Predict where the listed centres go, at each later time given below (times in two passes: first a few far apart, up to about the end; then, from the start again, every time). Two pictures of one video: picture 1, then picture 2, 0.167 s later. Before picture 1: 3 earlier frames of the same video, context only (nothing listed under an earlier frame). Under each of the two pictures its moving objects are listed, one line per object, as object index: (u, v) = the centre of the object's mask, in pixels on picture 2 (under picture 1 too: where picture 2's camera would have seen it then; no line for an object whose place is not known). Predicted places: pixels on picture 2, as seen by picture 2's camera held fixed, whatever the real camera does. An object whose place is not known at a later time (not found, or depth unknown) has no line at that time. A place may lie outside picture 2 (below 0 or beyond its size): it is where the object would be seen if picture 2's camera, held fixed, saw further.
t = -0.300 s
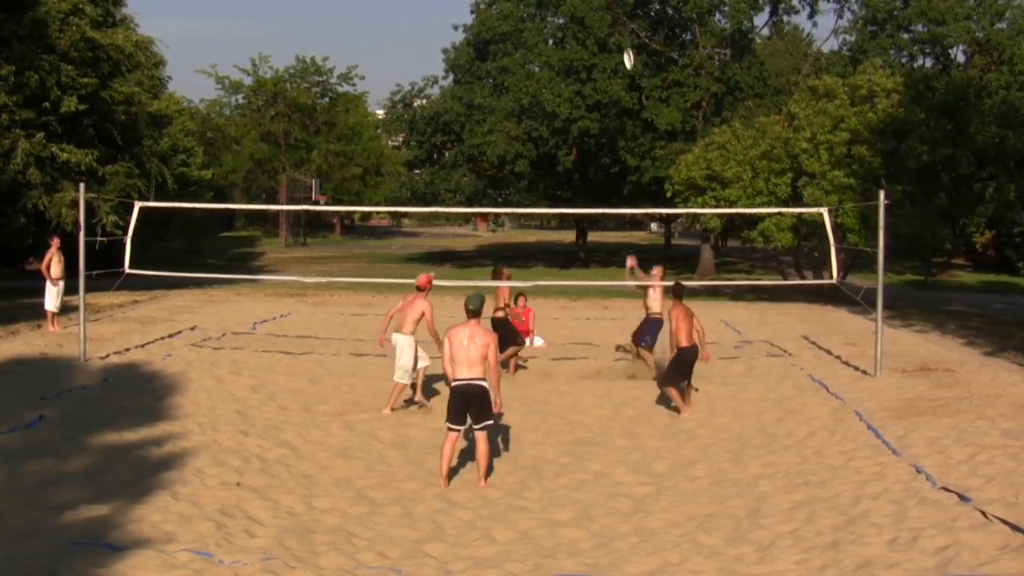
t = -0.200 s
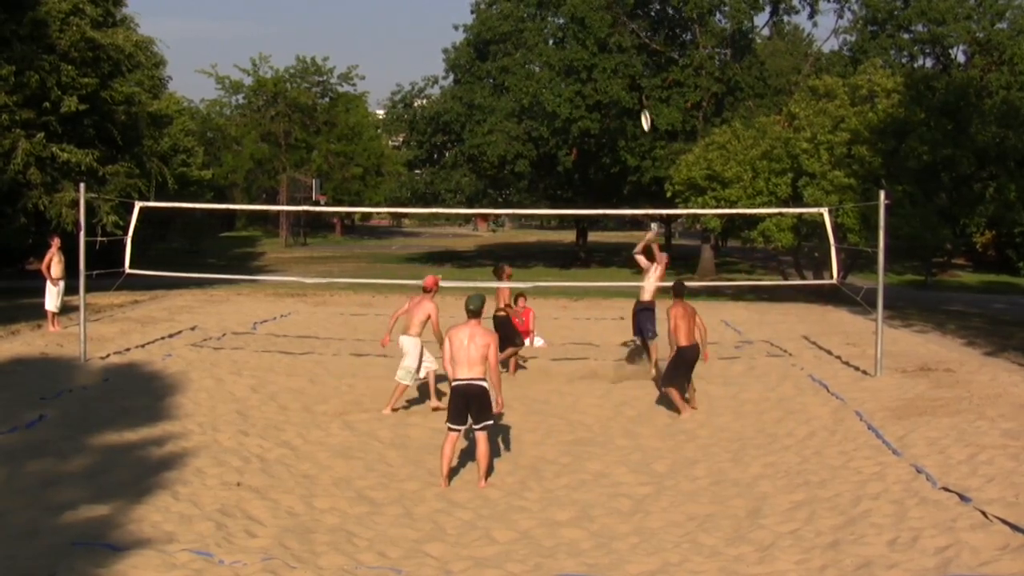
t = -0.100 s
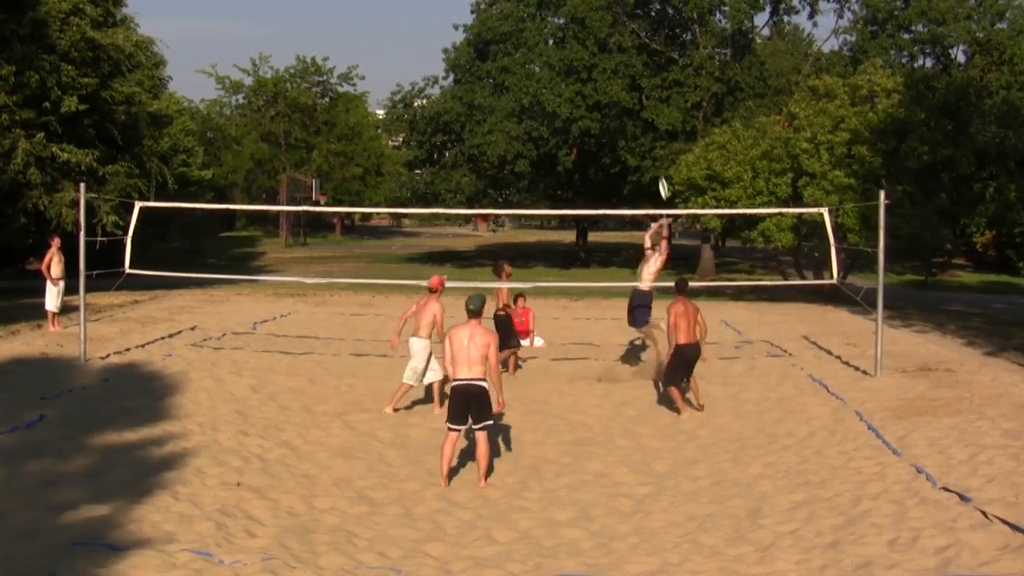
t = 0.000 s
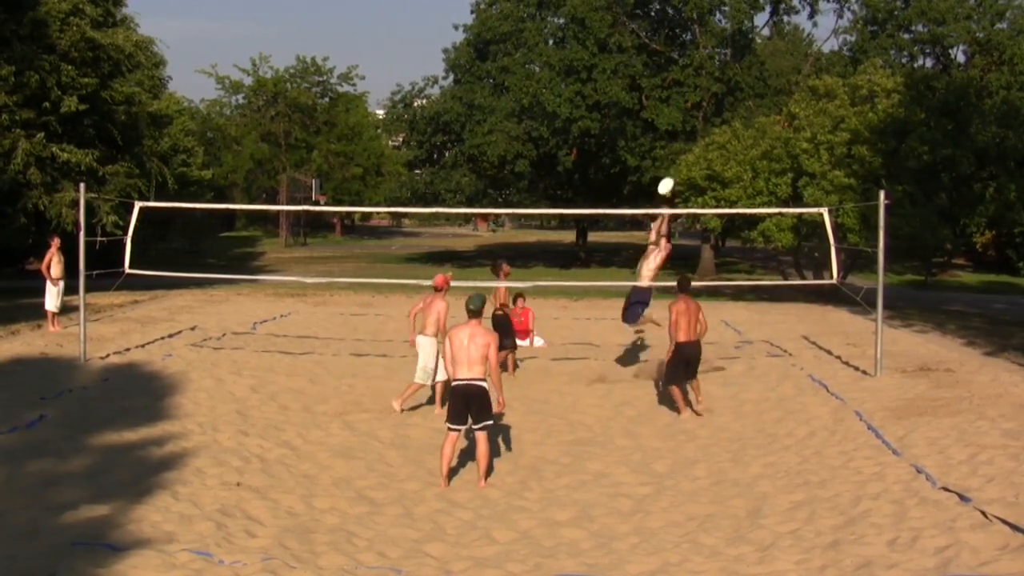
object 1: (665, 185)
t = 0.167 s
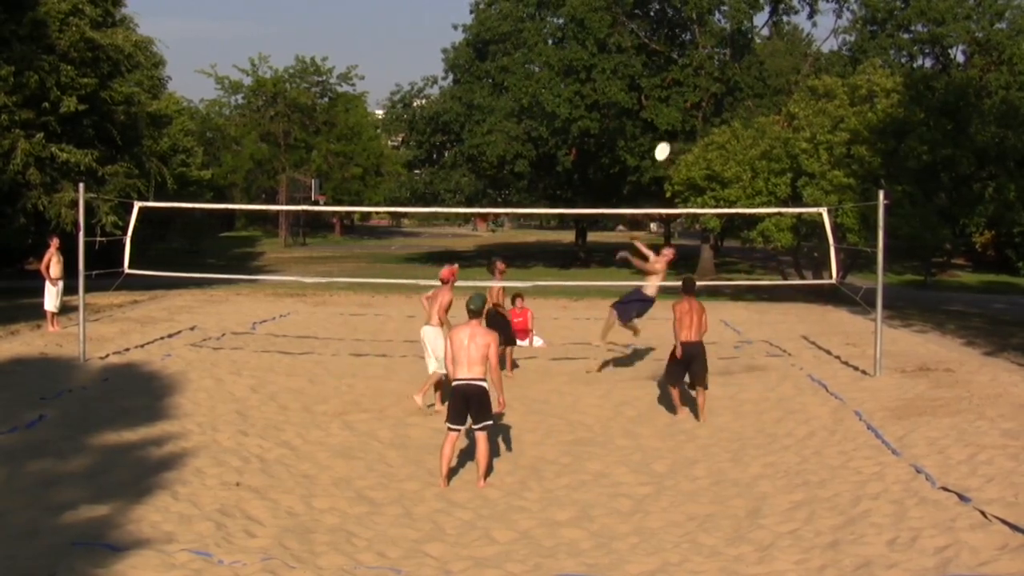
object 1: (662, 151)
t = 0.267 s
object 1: (661, 139)
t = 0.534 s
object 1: (661, 141)
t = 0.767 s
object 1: (662, 185)
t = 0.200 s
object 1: (662, 146)
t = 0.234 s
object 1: (662, 142)
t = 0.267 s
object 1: (661, 139)
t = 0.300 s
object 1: (661, 137)
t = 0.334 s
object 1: (661, 135)
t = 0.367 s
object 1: (662, 134)
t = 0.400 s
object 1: (662, 133)
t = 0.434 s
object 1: (661, 135)
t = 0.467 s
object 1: (661, 136)
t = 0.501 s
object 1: (661, 139)
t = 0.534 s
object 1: (661, 141)
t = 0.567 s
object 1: (661, 145)
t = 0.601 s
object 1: (661, 149)
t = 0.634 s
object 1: (661, 155)
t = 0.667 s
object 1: (662, 161)
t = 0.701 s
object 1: (661, 170)
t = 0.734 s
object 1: (662, 177)
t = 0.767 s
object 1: (662, 185)
